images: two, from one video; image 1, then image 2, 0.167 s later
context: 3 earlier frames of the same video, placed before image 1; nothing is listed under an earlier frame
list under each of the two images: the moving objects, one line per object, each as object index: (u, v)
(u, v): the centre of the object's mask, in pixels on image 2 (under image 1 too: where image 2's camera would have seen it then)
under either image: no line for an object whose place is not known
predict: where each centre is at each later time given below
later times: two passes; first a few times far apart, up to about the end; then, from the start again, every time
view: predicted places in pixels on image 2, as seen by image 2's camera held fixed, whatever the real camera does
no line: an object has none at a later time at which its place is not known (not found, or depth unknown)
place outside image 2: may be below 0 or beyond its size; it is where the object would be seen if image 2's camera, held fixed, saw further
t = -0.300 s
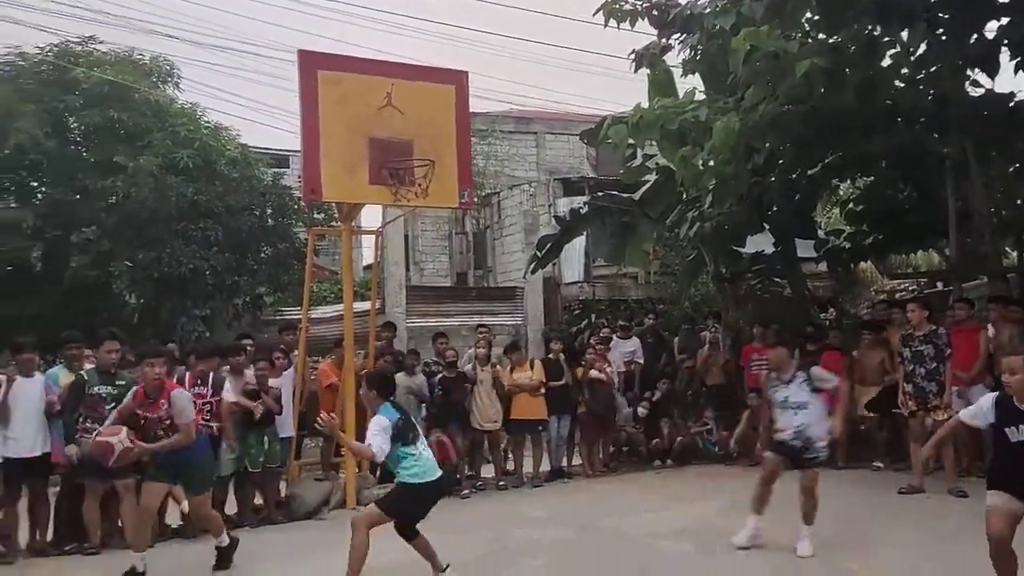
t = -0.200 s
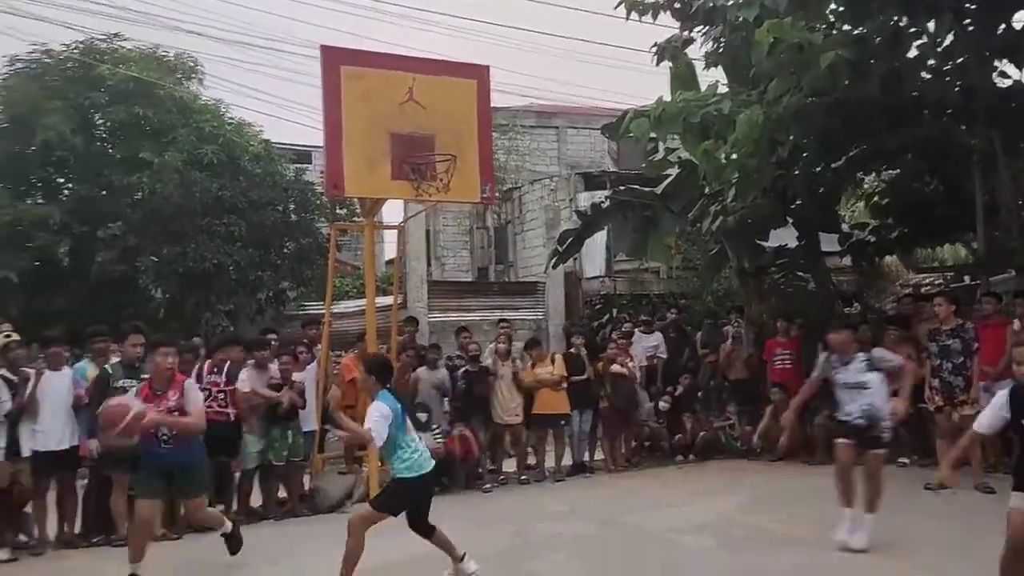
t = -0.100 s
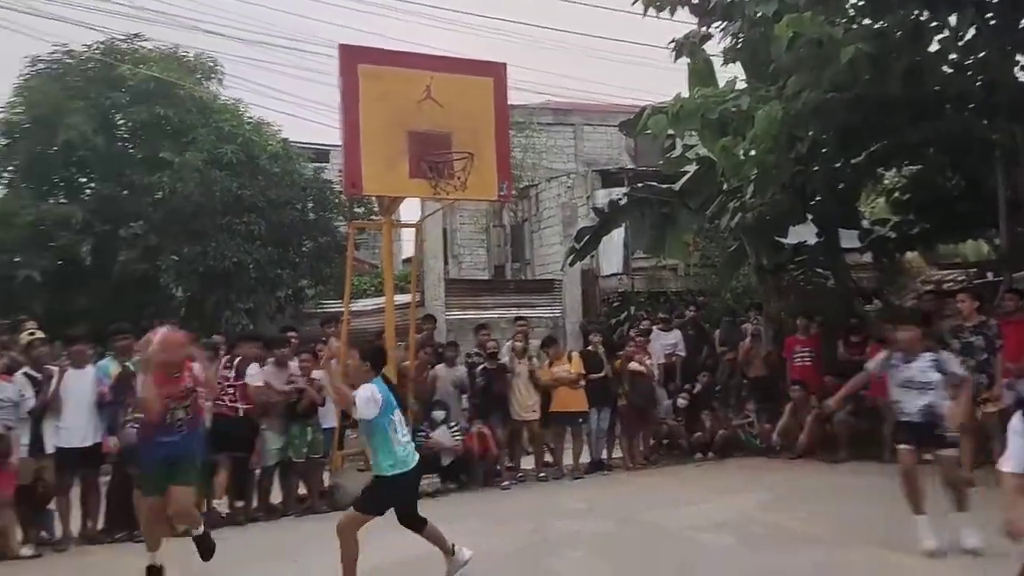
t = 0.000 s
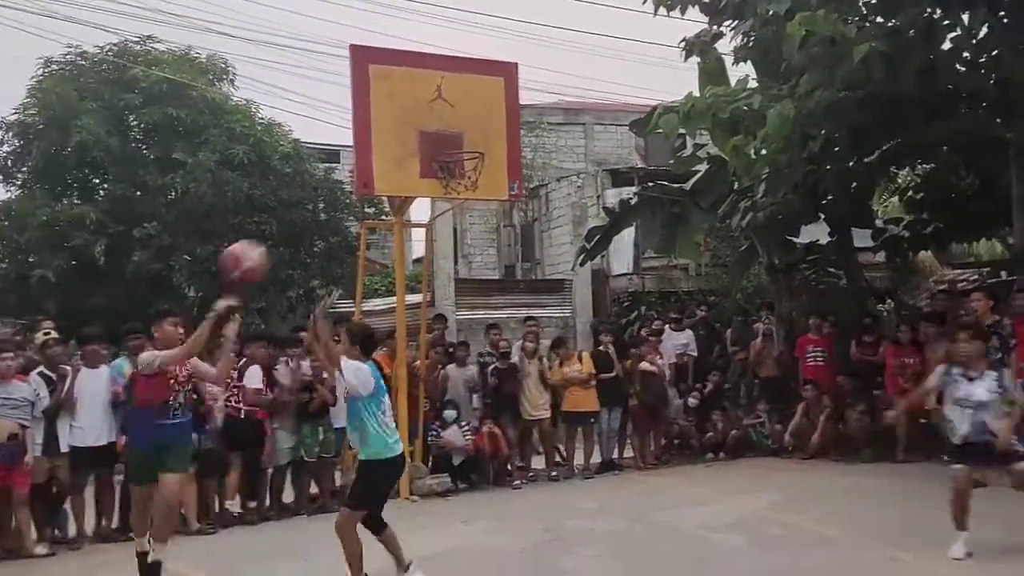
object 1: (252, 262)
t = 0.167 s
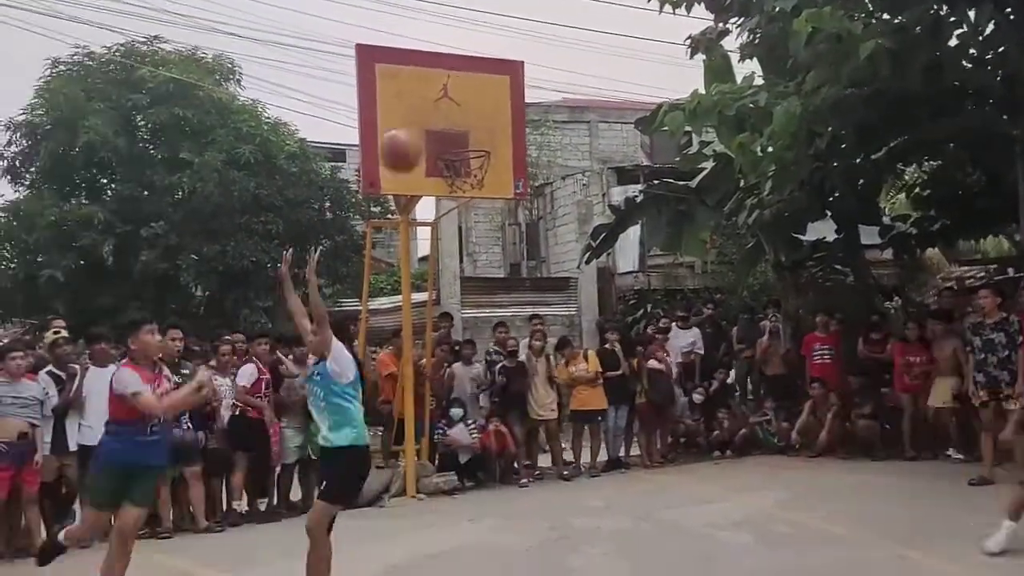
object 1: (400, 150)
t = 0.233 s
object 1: (461, 119)
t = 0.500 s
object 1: (705, 69)
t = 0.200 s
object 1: (430, 134)
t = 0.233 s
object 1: (461, 119)
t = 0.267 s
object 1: (489, 108)
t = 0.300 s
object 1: (520, 96)
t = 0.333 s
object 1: (551, 86)
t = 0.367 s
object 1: (581, 79)
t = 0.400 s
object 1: (612, 74)
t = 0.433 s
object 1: (643, 70)
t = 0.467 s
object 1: (674, 69)
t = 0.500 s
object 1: (705, 69)
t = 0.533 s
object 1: (738, 72)
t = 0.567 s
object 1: (770, 76)
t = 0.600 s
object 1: (802, 83)
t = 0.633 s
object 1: (833, 91)
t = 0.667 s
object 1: (867, 102)
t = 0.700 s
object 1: (902, 114)
